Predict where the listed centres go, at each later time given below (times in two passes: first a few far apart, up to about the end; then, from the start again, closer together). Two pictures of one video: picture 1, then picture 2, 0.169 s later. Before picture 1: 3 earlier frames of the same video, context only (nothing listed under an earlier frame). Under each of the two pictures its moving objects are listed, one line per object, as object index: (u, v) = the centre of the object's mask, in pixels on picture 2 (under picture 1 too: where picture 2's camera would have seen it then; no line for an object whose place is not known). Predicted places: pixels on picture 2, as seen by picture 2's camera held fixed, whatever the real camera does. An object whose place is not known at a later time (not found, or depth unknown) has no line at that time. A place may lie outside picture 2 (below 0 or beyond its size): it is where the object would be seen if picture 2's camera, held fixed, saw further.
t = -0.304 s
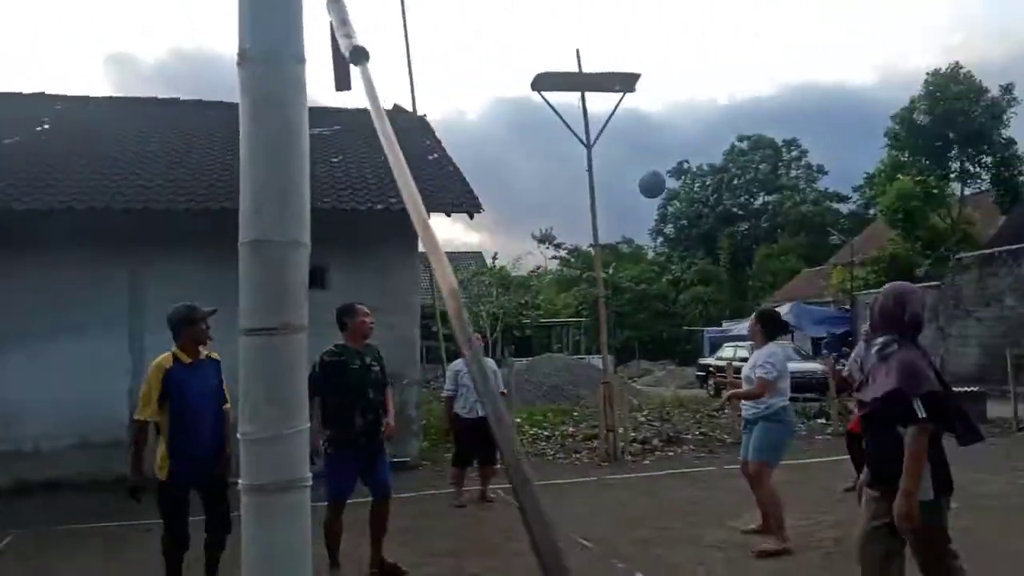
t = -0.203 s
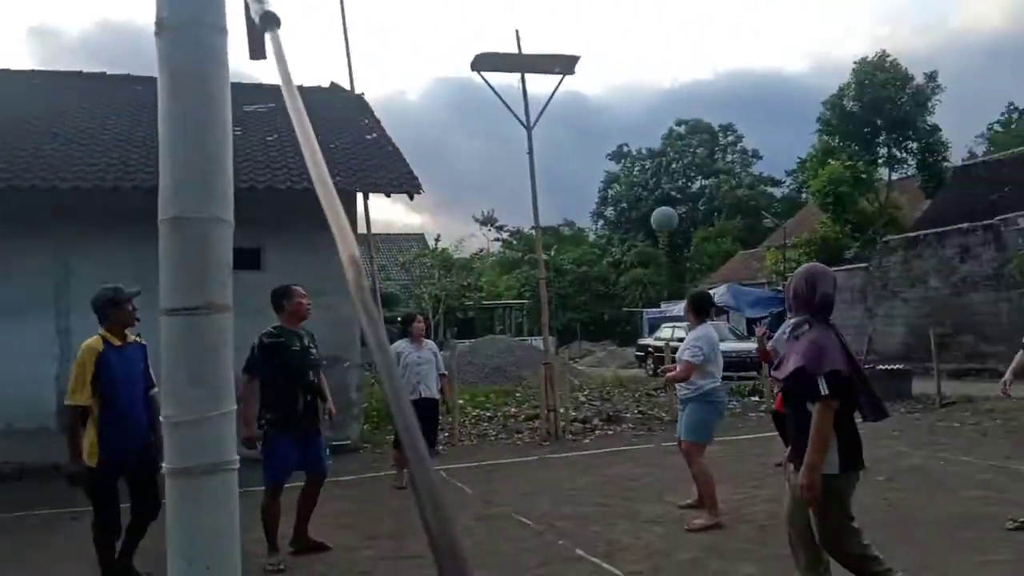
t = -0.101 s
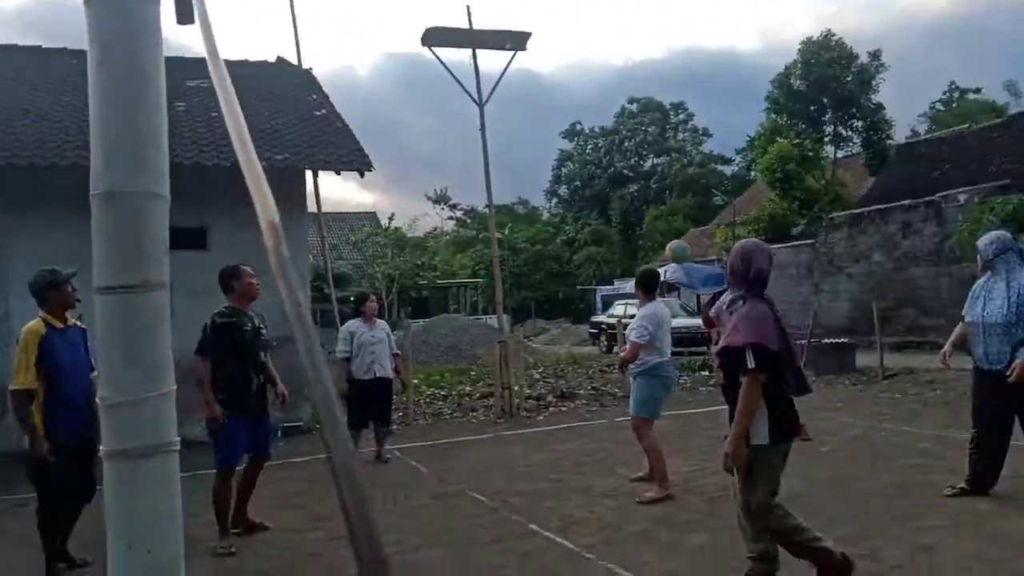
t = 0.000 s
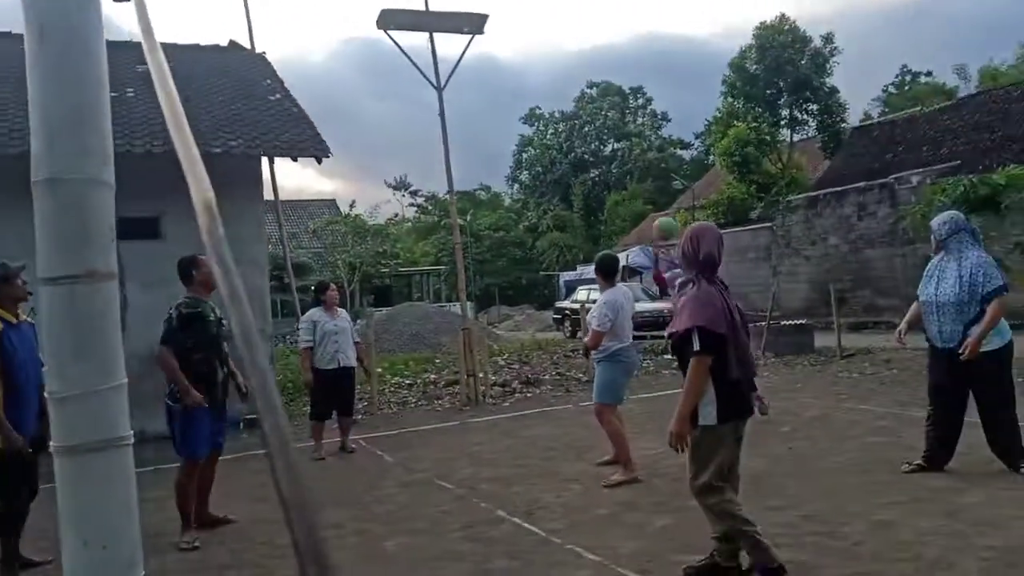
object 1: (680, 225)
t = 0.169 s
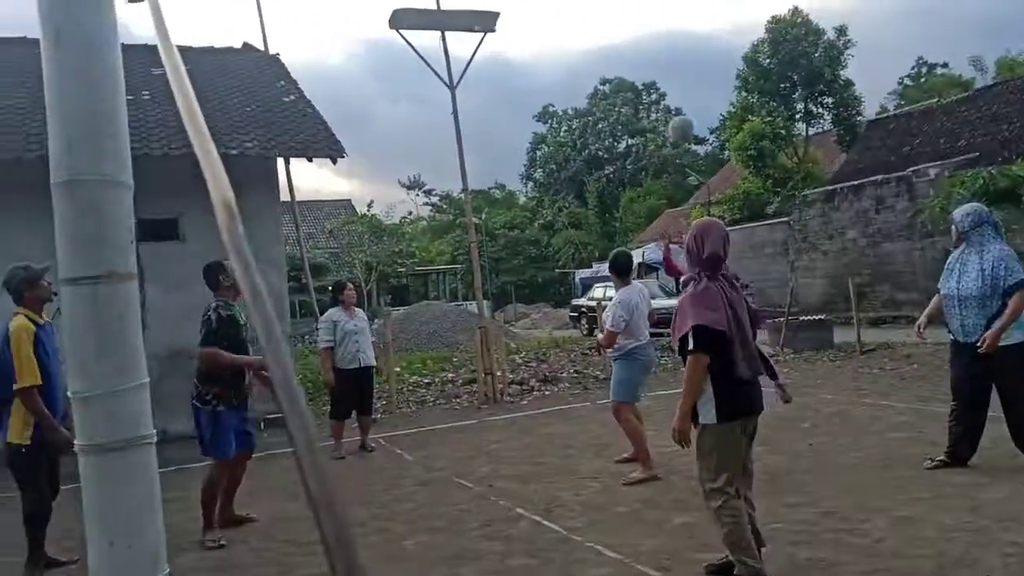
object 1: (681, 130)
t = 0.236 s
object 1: (685, 95)
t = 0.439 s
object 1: (697, 36)
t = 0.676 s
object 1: (717, 24)
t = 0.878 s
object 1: (741, 67)
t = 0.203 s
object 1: (683, 111)
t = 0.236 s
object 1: (685, 95)
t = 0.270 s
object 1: (687, 82)
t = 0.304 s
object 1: (689, 70)
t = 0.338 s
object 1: (691, 60)
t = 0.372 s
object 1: (693, 50)
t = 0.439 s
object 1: (697, 36)
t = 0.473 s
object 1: (700, 30)
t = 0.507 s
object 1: (703, 25)
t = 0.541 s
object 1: (706, 23)
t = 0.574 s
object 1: (709, 22)
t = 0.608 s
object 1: (711, 22)
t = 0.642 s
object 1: (714, 23)
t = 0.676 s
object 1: (717, 24)
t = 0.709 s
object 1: (720, 27)
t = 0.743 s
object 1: (724, 32)
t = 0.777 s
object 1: (728, 39)
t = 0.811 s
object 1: (733, 47)
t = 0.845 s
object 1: (736, 55)
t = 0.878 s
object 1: (741, 67)
